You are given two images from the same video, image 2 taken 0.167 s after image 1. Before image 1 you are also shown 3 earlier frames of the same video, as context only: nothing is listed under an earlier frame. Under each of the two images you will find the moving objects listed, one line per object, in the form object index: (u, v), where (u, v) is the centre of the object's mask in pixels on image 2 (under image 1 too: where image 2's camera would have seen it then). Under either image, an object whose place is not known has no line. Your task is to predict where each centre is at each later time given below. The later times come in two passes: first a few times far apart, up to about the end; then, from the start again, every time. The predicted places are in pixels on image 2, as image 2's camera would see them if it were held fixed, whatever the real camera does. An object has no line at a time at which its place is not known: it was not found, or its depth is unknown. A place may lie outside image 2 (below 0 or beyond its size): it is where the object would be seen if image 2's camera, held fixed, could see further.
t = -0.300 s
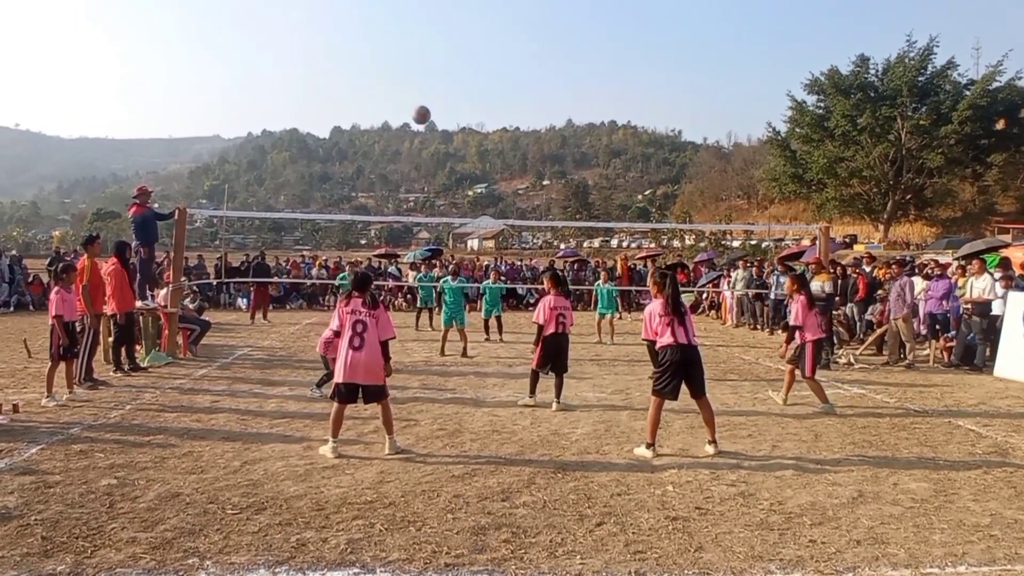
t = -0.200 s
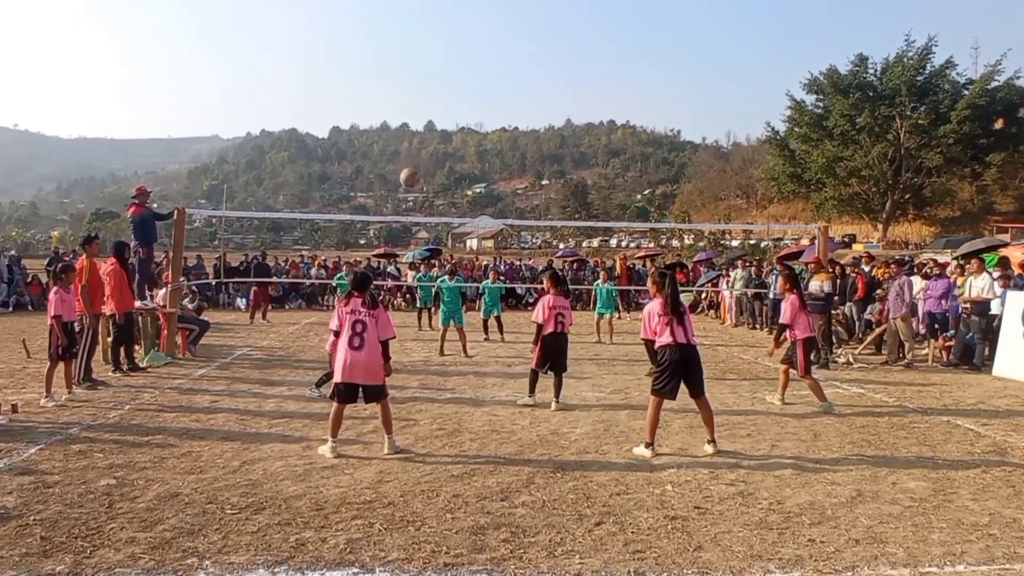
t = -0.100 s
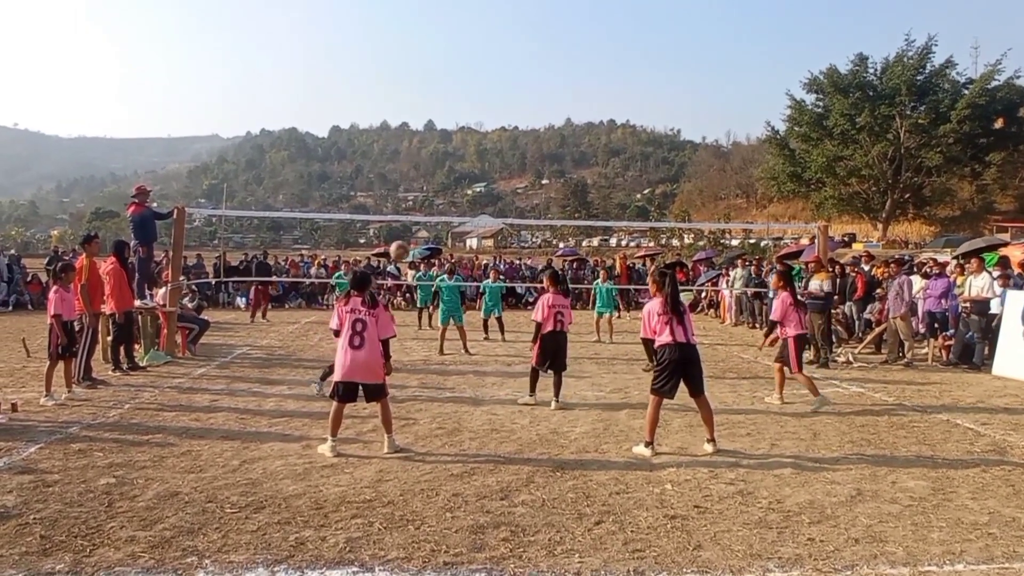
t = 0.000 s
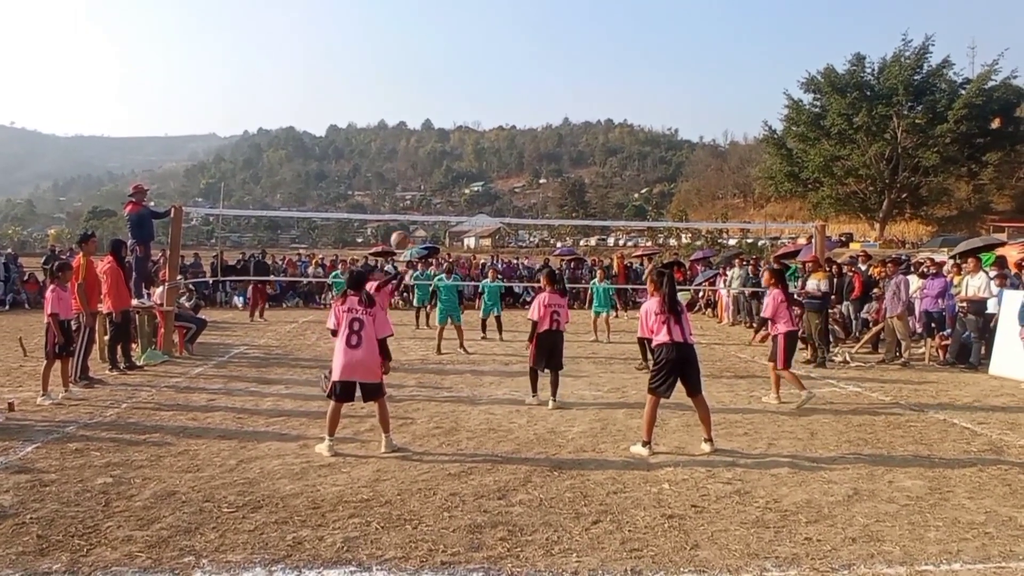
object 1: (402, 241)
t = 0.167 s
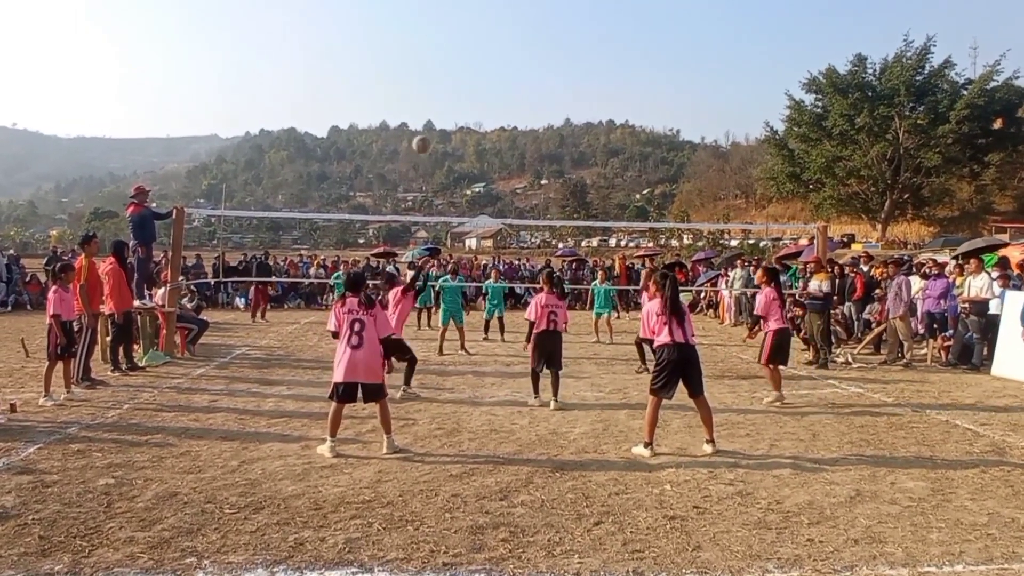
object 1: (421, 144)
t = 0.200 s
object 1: (426, 129)
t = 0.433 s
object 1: (445, 59)
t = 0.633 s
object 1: (459, 39)
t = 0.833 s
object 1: (470, 47)
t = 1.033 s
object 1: (480, 78)
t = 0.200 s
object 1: (426, 129)
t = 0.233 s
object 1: (429, 116)
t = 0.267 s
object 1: (433, 103)
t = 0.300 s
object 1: (435, 92)
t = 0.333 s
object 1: (438, 82)
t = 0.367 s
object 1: (441, 73)
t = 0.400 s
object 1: (443, 66)
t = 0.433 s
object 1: (445, 59)
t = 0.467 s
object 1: (448, 54)
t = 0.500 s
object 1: (450, 49)
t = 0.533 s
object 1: (452, 45)
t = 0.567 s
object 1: (454, 42)
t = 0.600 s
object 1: (457, 40)
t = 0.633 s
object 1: (459, 39)
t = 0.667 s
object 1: (461, 39)
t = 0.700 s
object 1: (463, 39)
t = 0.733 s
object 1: (465, 40)
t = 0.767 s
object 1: (467, 42)
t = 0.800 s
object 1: (469, 44)
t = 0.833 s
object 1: (470, 47)
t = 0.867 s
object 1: (472, 51)
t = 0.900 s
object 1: (474, 55)
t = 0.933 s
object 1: (475, 60)
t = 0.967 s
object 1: (477, 65)
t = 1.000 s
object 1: (479, 71)
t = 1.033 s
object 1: (480, 78)
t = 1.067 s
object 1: (482, 85)
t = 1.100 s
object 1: (483, 92)
